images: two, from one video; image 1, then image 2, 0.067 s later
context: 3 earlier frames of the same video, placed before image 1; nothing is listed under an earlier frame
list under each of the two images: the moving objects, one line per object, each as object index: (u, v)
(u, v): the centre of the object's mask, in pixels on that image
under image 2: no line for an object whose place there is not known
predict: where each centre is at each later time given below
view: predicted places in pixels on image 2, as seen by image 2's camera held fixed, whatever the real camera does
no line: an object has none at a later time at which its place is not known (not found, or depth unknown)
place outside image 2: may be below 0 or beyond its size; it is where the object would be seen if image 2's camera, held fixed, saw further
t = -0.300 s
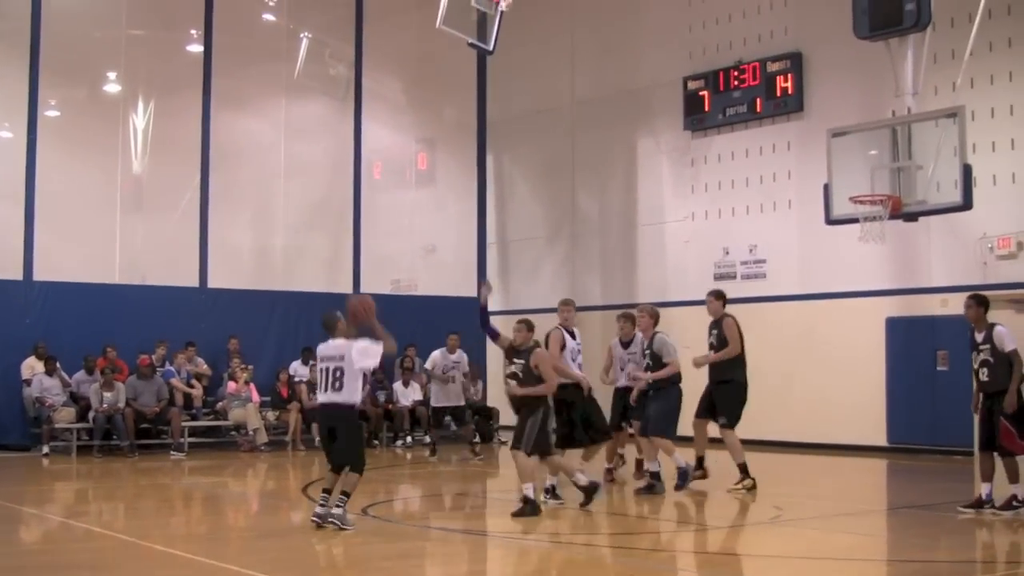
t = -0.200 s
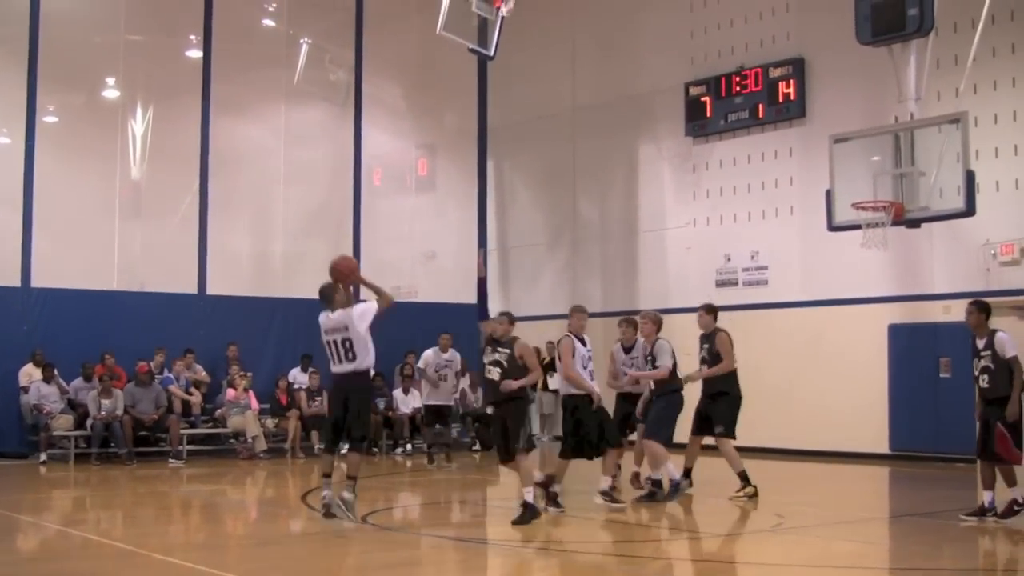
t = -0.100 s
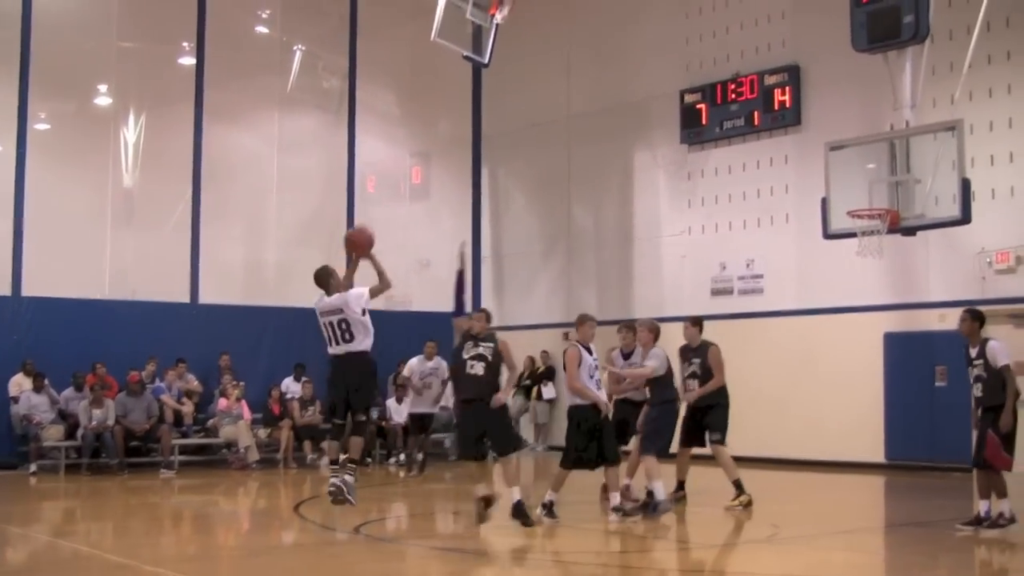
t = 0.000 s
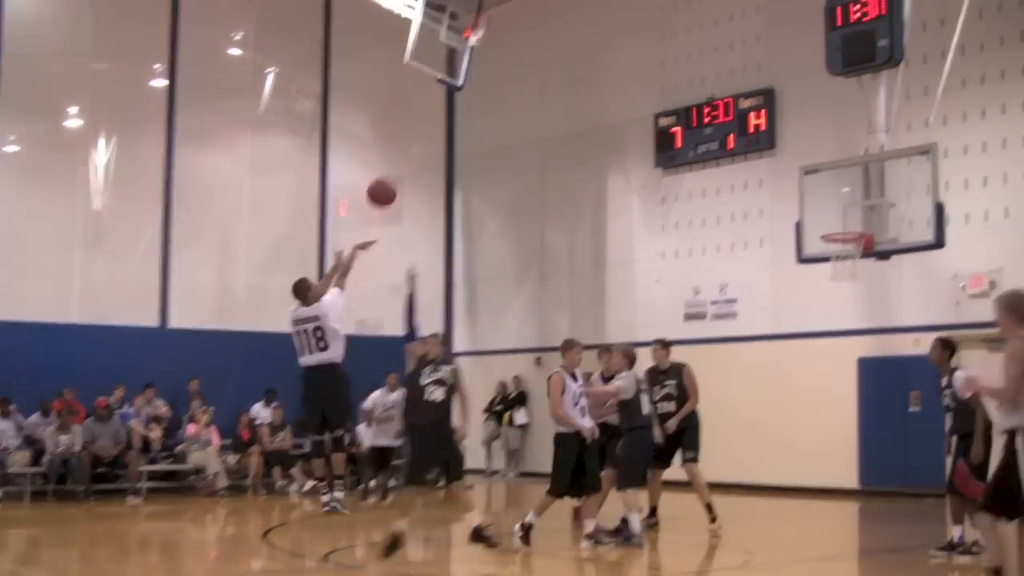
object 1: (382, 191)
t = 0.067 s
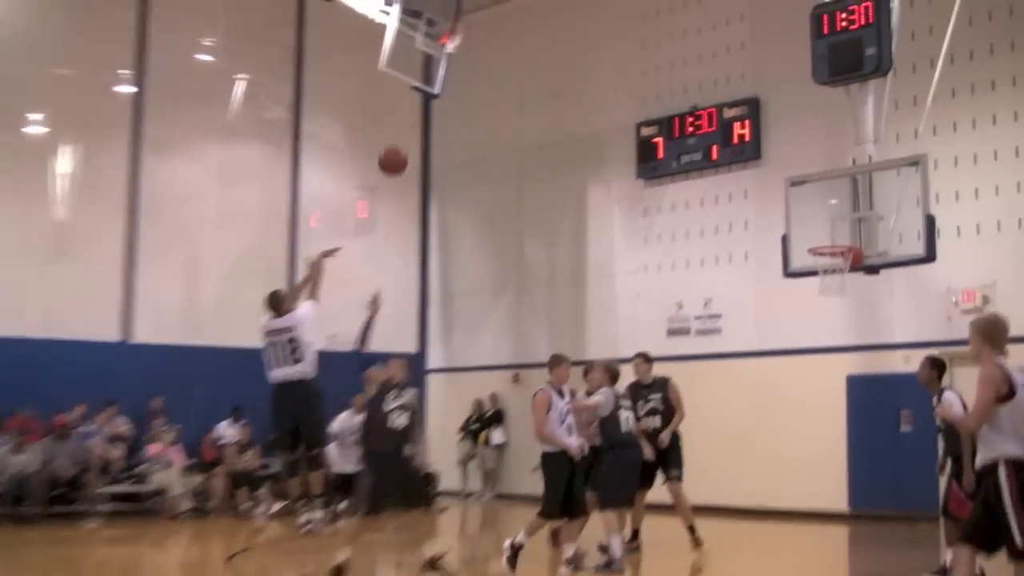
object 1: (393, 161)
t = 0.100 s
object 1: (411, 143)
